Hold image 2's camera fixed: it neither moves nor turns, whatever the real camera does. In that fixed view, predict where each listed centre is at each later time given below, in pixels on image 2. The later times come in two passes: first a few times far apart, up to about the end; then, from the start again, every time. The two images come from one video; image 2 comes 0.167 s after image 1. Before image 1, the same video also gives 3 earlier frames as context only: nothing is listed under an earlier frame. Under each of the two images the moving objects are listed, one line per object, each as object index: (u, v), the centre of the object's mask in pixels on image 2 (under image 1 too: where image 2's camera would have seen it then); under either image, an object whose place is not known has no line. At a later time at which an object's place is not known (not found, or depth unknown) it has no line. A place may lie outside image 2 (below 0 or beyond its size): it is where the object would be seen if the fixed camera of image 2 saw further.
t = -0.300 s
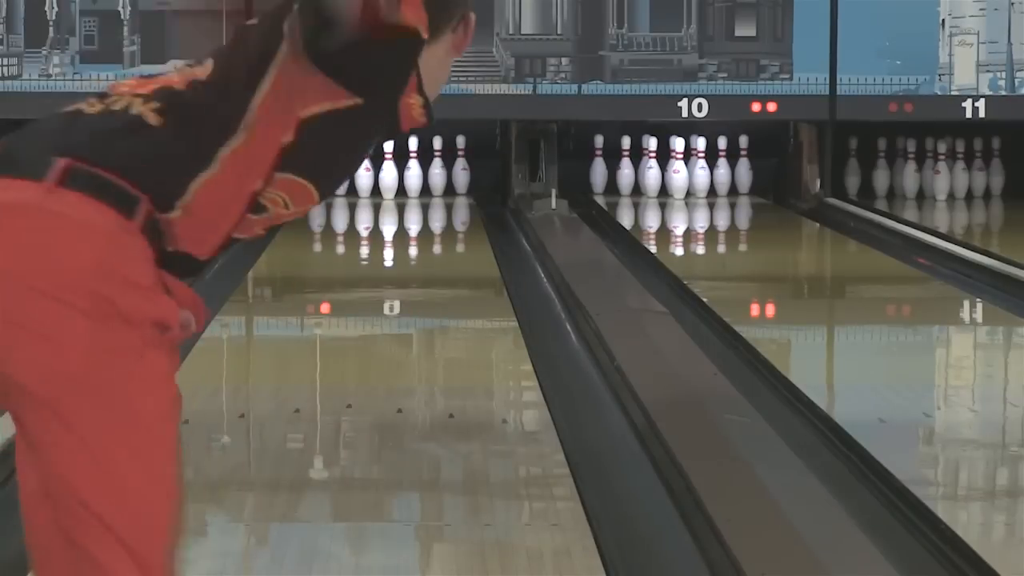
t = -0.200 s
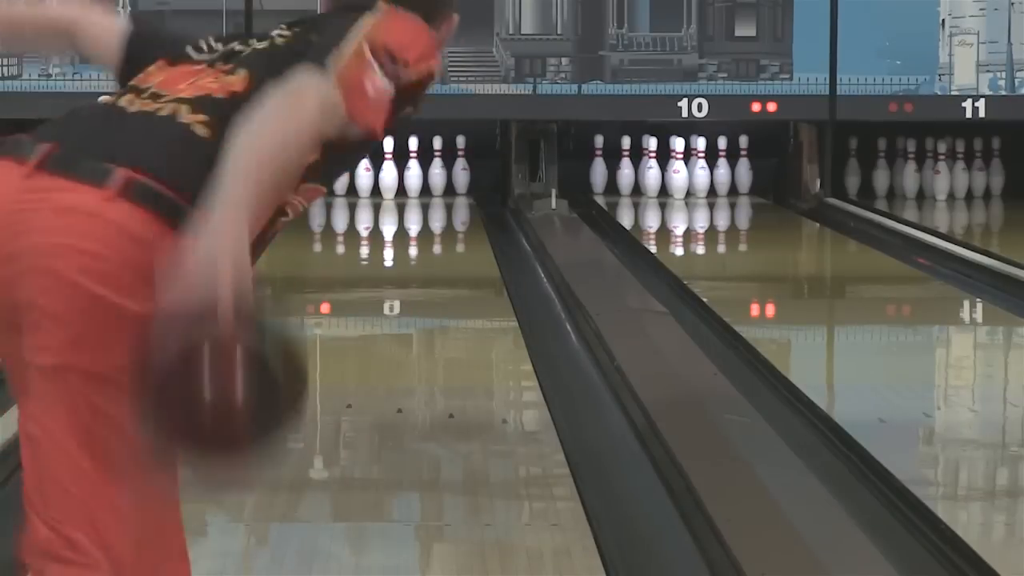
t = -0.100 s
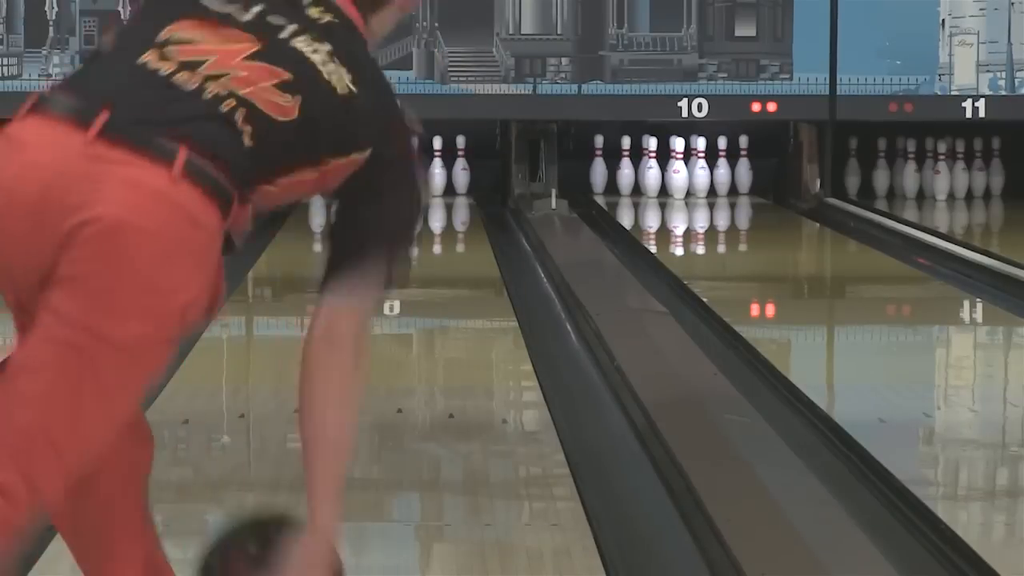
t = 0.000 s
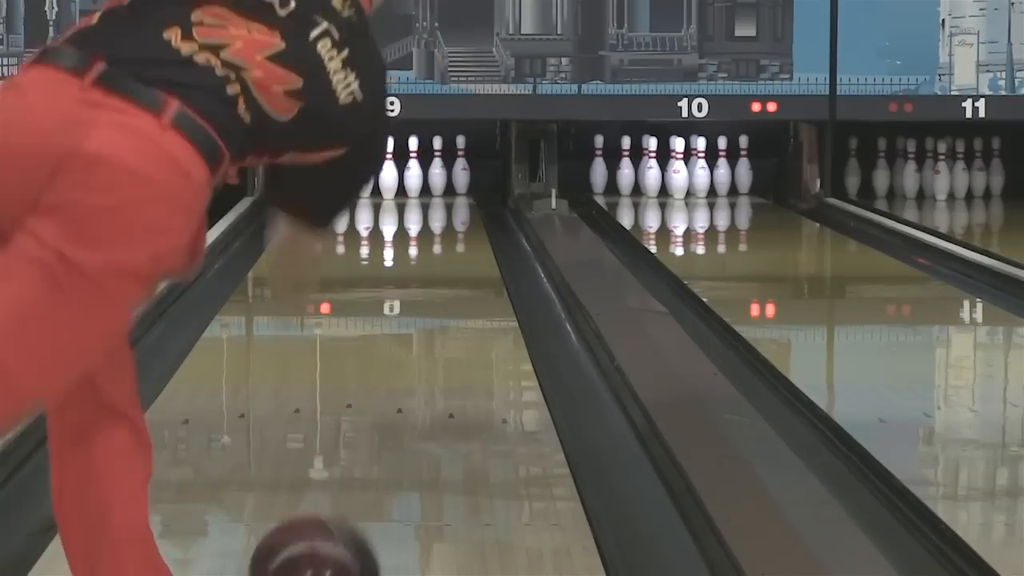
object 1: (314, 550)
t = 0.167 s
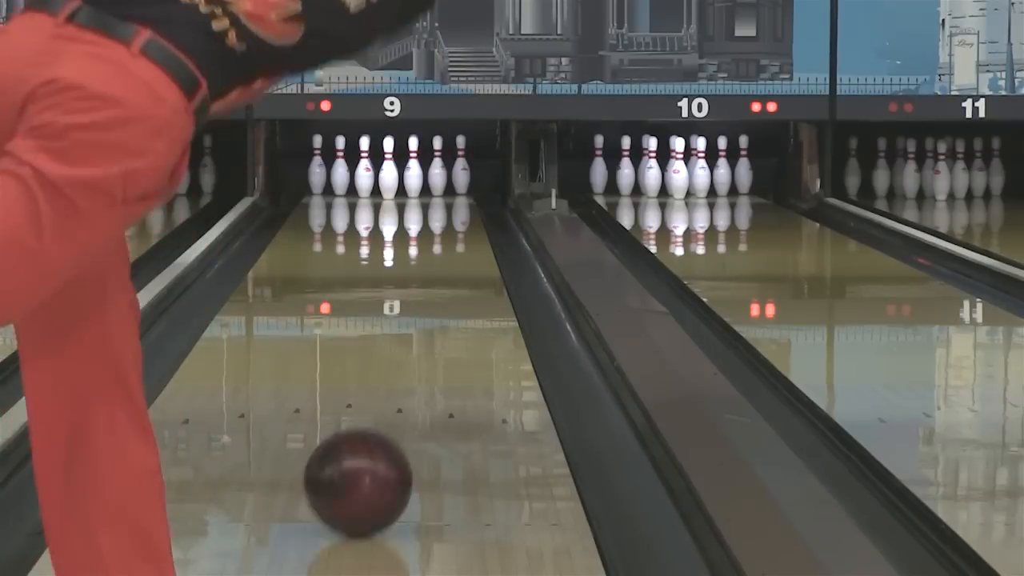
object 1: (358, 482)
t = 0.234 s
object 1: (370, 453)
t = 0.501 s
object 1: (405, 367)
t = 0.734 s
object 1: (422, 317)
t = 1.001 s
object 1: (434, 274)
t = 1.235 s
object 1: (439, 248)
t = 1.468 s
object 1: (442, 226)
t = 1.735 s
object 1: (439, 207)
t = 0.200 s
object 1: (364, 467)
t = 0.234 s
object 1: (370, 453)
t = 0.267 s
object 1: (376, 439)
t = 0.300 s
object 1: (381, 426)
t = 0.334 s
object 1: (386, 414)
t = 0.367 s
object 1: (390, 403)
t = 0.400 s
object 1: (394, 393)
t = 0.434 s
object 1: (398, 384)
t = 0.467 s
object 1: (402, 375)
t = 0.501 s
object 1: (405, 367)
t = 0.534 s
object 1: (408, 359)
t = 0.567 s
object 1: (411, 352)
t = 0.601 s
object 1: (414, 344)
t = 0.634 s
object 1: (416, 337)
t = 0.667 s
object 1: (418, 330)
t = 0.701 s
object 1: (420, 323)
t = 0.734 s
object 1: (422, 317)
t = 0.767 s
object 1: (424, 311)
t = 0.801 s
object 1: (426, 305)
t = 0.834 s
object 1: (427, 299)
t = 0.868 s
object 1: (429, 293)
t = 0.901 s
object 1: (430, 288)
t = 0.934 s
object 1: (432, 283)
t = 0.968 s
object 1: (433, 279)
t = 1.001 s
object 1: (434, 274)
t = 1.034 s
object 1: (435, 270)
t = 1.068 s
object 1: (436, 266)
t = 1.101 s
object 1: (436, 263)
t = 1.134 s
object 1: (438, 259)
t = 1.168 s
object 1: (438, 256)
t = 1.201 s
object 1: (439, 252)
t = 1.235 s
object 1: (439, 248)
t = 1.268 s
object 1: (440, 245)
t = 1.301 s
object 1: (440, 241)
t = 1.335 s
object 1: (441, 238)
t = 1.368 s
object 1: (441, 235)
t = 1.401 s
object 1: (442, 232)
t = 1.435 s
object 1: (442, 229)
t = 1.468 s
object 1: (442, 226)
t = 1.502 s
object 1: (442, 223)
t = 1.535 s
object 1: (442, 221)
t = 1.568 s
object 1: (443, 219)
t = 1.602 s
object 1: (442, 217)
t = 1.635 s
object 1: (441, 214)
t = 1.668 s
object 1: (441, 212)
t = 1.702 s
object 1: (440, 209)
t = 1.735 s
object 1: (439, 207)
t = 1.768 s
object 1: (437, 205)
